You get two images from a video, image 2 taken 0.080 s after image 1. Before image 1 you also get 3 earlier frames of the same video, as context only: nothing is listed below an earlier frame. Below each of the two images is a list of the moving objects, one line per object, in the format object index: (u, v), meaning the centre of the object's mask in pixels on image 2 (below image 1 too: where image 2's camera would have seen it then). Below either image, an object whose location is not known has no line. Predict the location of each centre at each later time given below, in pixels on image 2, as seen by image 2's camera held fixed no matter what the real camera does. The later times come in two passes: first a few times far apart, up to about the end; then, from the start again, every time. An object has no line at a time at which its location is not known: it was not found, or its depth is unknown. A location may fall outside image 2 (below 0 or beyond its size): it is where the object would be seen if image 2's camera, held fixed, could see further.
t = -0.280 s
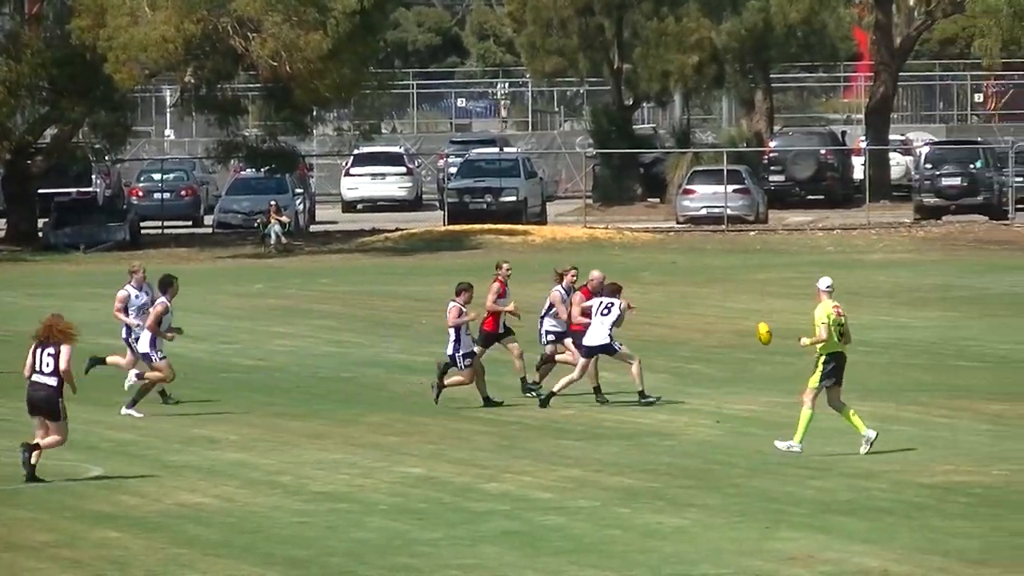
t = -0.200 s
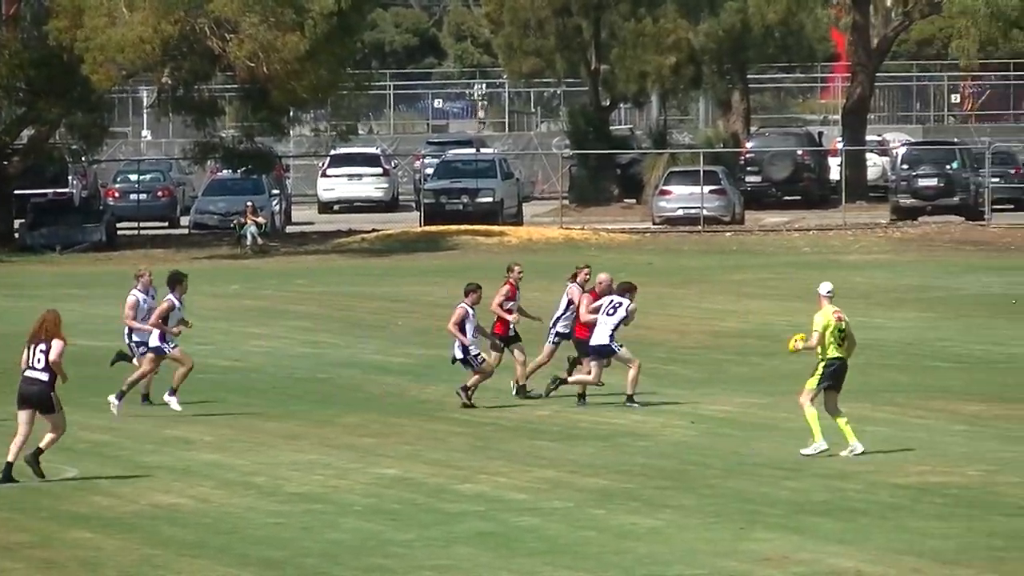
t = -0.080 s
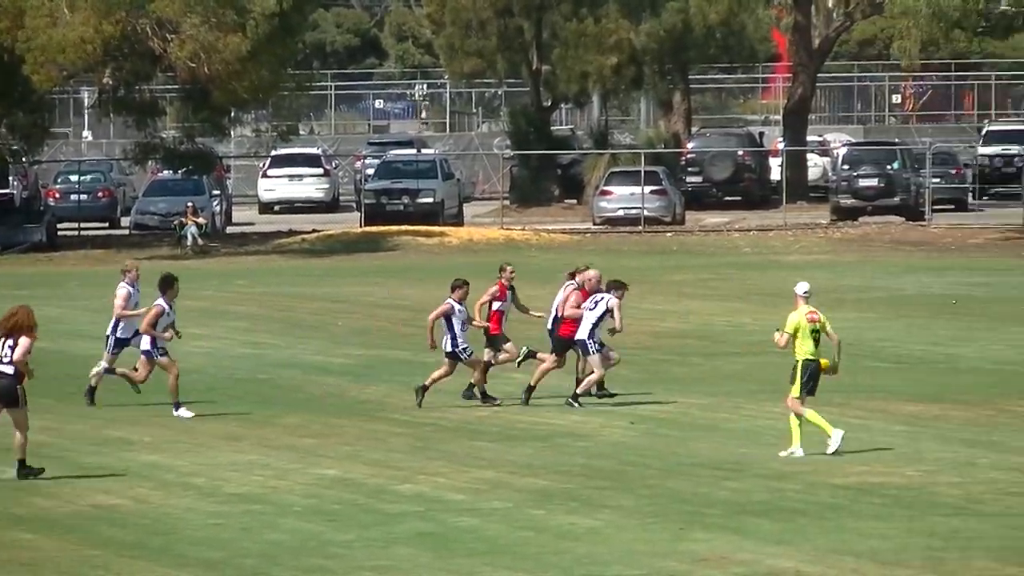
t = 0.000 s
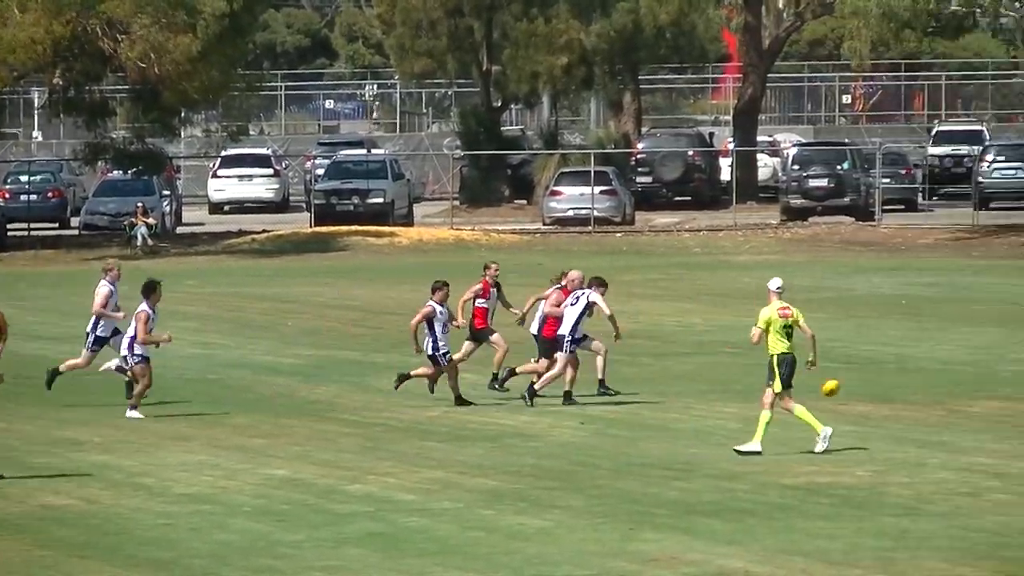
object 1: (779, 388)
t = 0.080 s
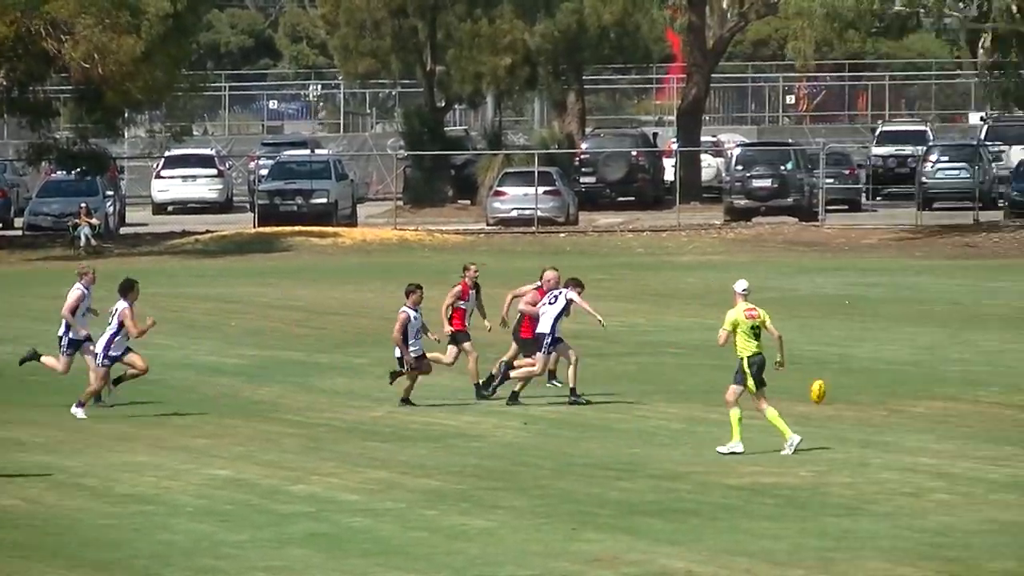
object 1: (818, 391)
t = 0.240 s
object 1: (872, 367)
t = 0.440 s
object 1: (950, 366)
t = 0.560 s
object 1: (999, 384)
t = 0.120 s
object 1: (830, 383)
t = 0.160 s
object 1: (843, 378)
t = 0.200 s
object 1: (857, 371)
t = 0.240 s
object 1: (872, 367)
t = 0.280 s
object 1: (887, 364)
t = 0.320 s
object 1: (904, 363)
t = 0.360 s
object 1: (918, 363)
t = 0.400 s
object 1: (935, 364)
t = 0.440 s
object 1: (950, 366)
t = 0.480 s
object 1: (967, 371)
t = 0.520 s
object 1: (983, 376)
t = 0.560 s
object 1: (999, 384)
